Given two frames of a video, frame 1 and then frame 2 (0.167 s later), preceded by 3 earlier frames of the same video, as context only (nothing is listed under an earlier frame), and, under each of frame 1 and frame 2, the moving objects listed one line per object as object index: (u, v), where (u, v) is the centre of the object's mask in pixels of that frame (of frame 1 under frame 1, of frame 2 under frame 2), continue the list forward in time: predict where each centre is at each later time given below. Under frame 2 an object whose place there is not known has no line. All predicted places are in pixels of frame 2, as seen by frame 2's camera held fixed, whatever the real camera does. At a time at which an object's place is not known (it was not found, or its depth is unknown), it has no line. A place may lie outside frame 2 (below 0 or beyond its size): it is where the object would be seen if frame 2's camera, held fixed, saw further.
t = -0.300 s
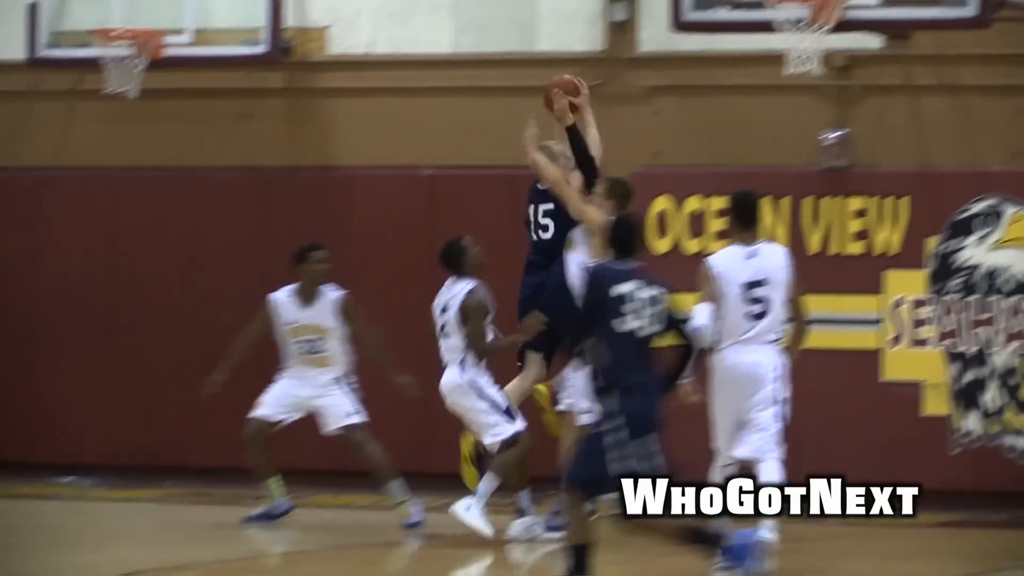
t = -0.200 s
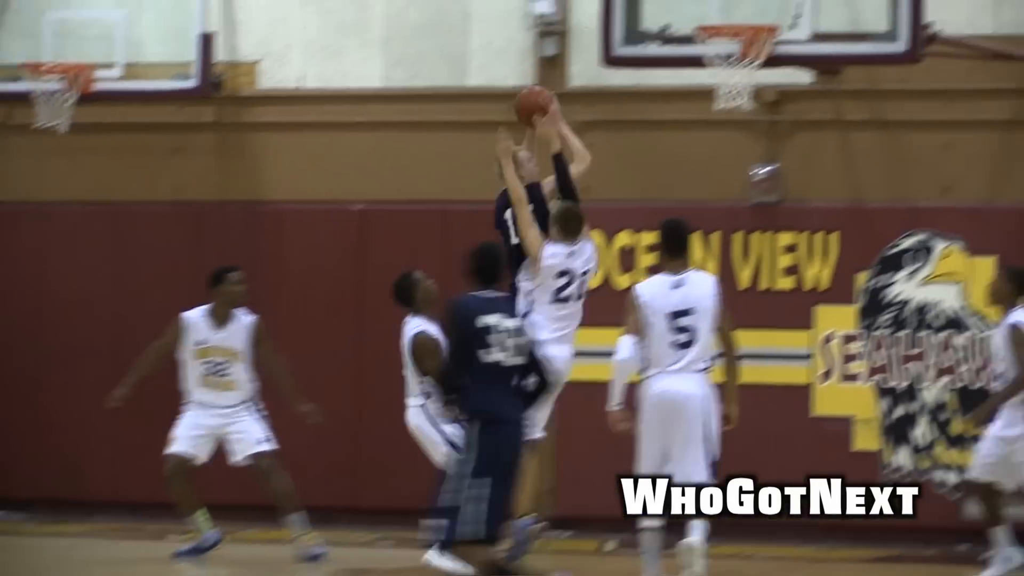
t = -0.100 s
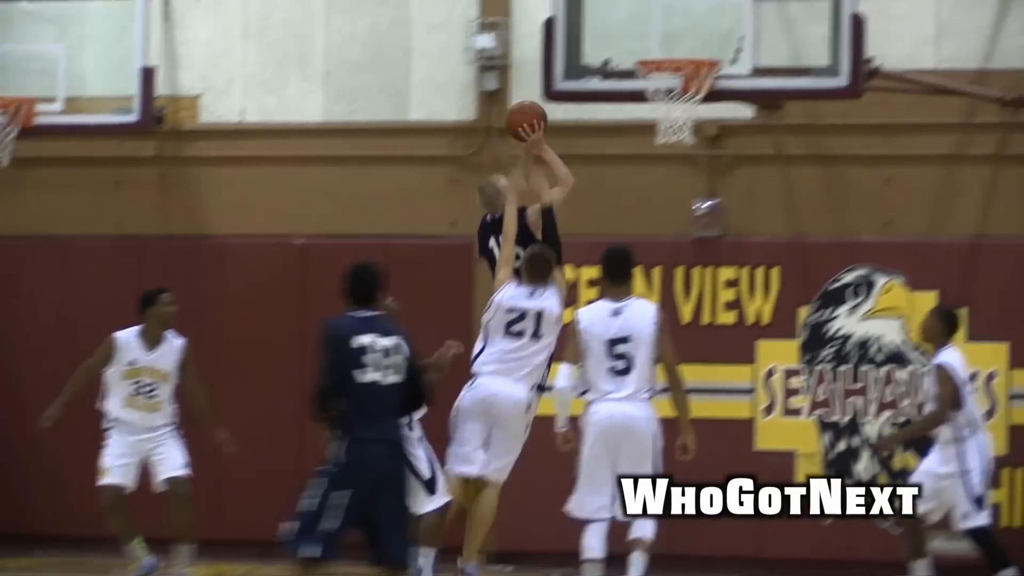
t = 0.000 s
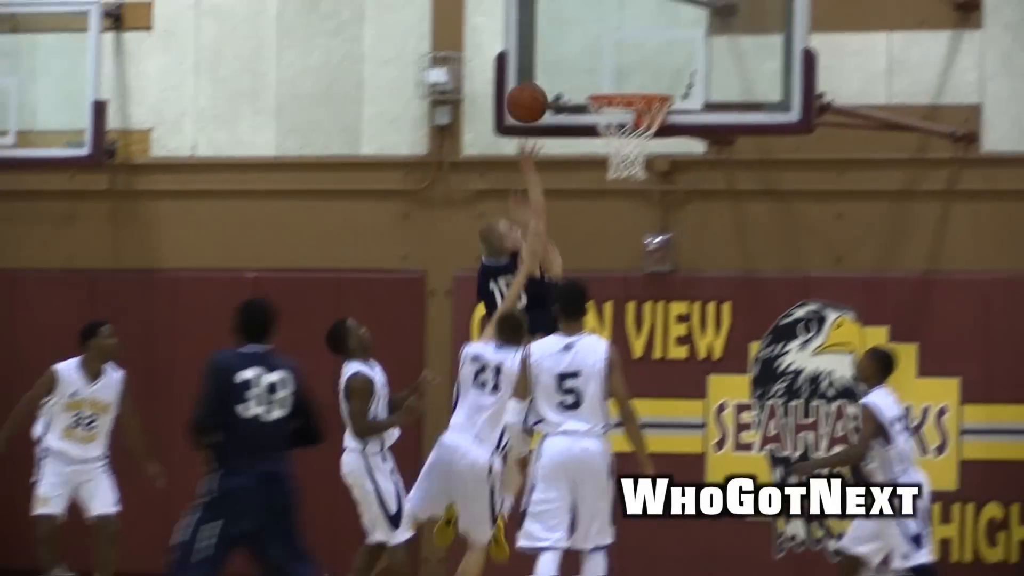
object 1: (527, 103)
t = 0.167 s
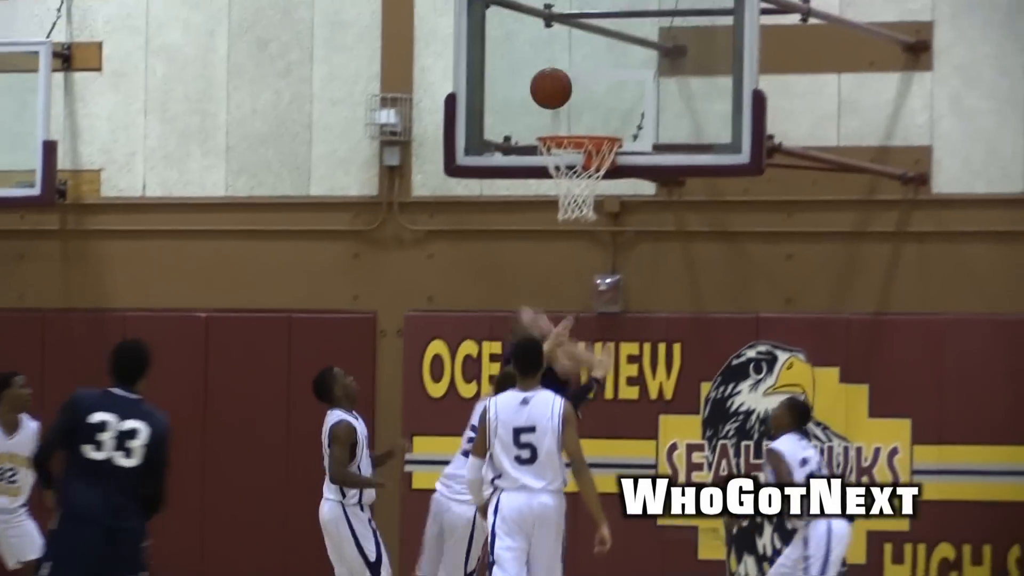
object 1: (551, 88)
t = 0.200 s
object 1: (557, 86)
